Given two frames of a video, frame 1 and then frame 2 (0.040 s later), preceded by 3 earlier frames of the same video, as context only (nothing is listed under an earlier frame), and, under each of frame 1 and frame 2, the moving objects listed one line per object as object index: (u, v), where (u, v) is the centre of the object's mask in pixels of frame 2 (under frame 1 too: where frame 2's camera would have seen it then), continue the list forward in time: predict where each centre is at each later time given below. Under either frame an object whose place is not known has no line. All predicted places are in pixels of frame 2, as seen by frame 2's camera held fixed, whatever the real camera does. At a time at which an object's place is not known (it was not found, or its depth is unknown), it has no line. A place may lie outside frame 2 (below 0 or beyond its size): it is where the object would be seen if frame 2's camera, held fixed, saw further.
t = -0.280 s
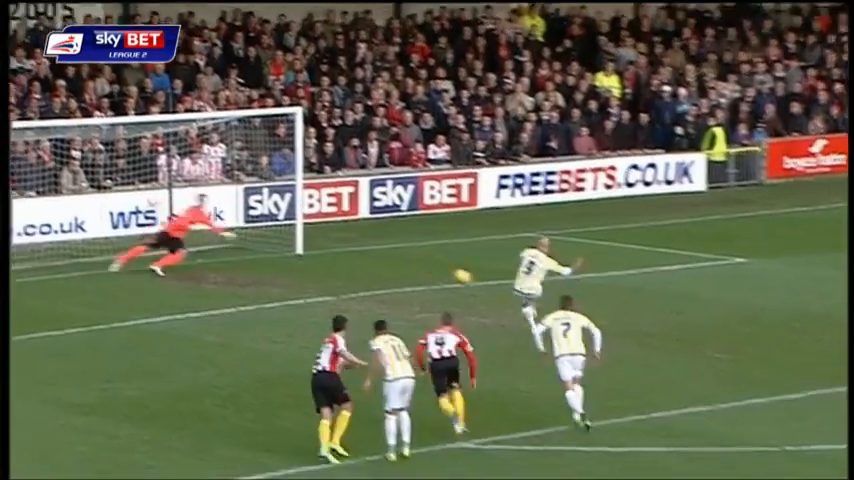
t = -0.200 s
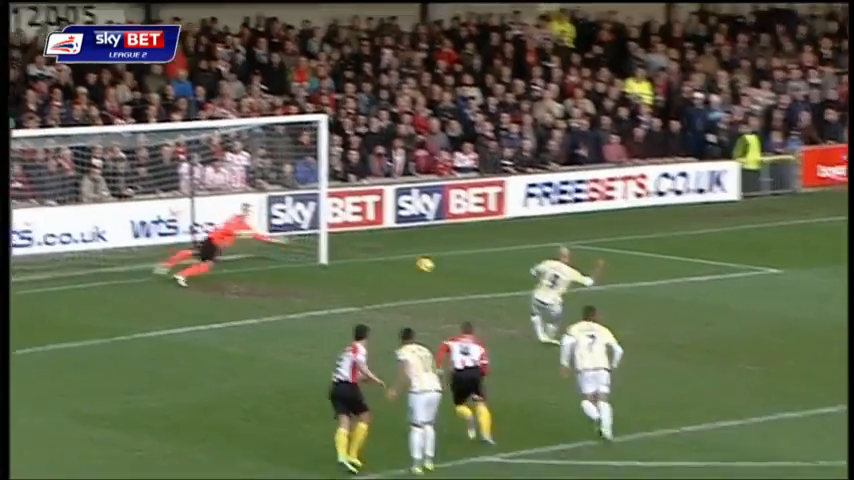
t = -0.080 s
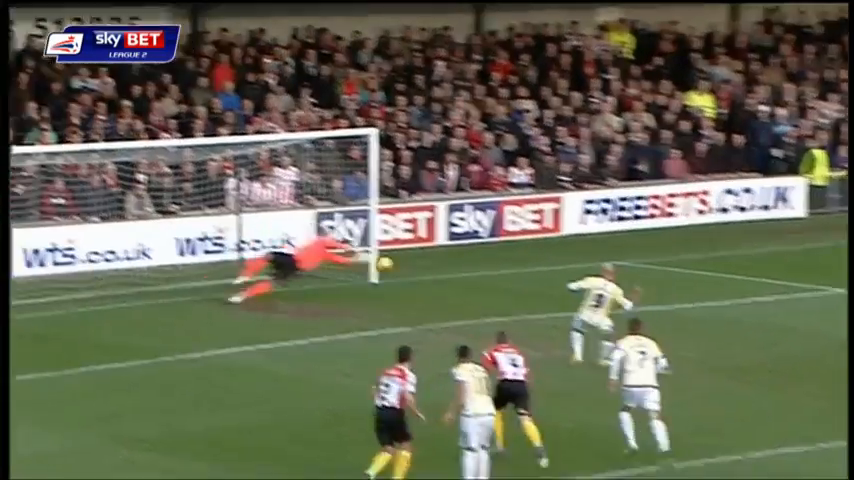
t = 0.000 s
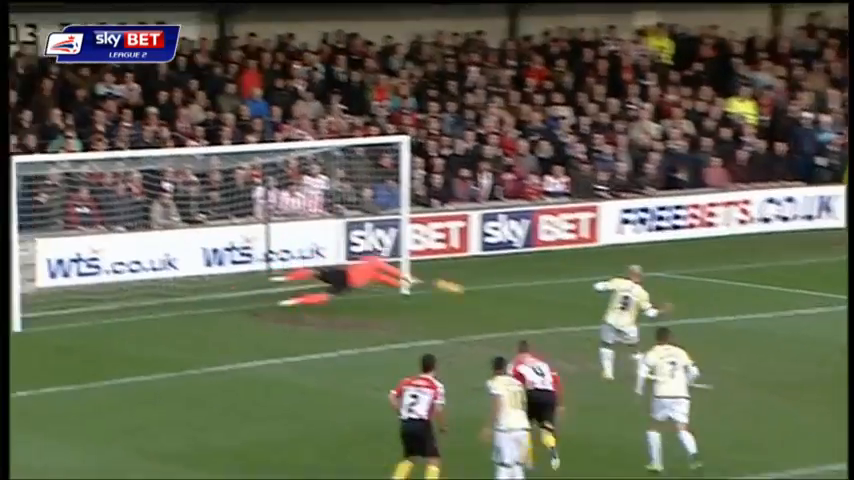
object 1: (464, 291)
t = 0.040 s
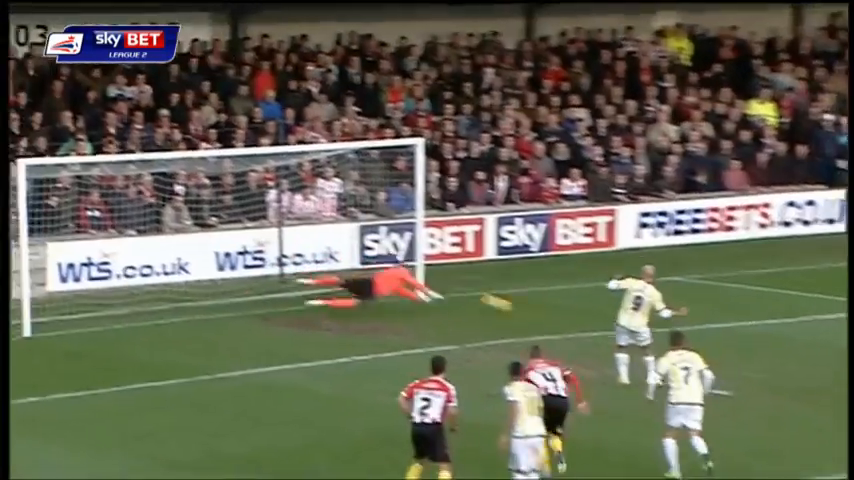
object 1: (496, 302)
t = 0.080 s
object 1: (524, 300)
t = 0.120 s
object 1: (548, 294)
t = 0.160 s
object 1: (574, 287)
